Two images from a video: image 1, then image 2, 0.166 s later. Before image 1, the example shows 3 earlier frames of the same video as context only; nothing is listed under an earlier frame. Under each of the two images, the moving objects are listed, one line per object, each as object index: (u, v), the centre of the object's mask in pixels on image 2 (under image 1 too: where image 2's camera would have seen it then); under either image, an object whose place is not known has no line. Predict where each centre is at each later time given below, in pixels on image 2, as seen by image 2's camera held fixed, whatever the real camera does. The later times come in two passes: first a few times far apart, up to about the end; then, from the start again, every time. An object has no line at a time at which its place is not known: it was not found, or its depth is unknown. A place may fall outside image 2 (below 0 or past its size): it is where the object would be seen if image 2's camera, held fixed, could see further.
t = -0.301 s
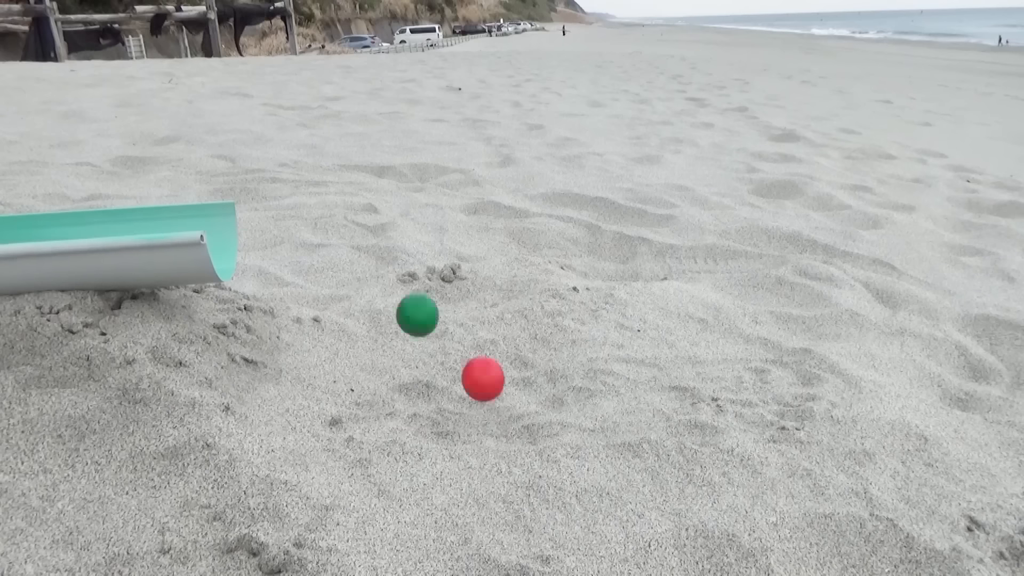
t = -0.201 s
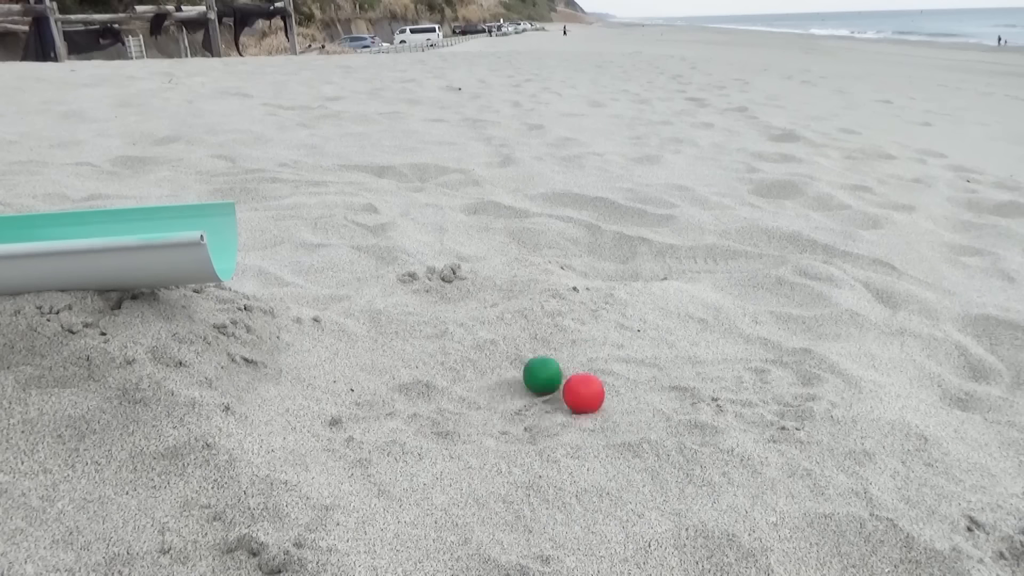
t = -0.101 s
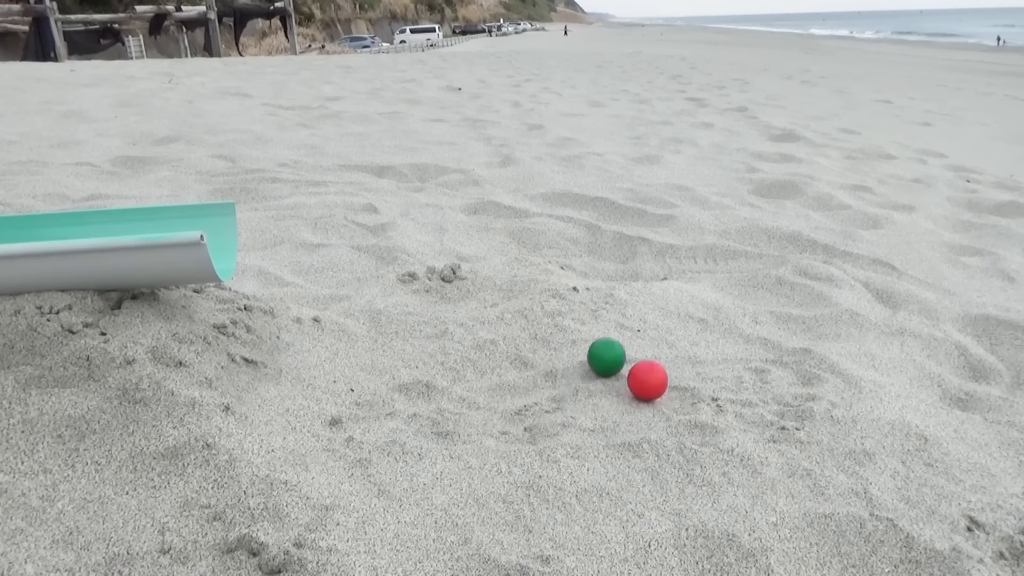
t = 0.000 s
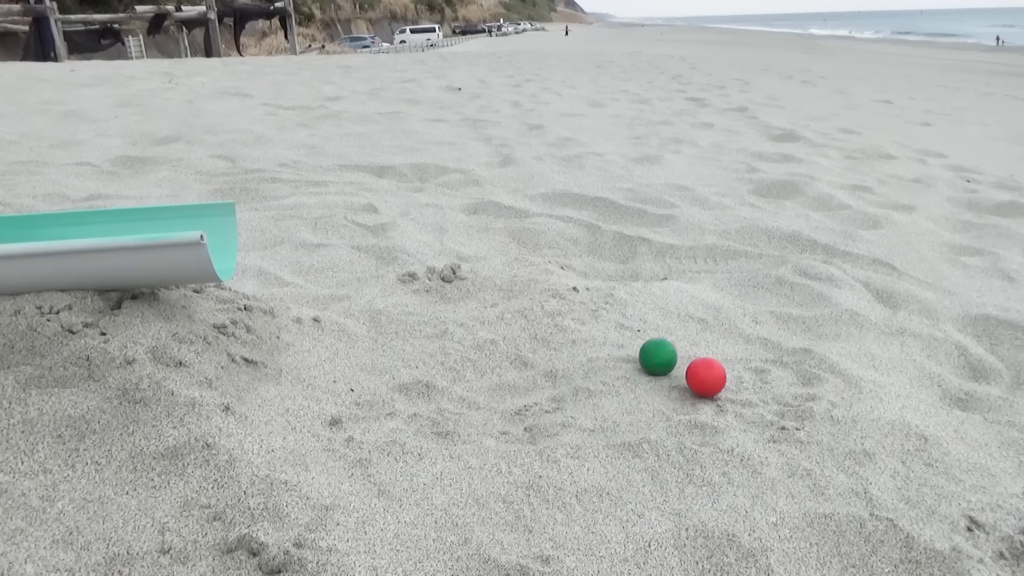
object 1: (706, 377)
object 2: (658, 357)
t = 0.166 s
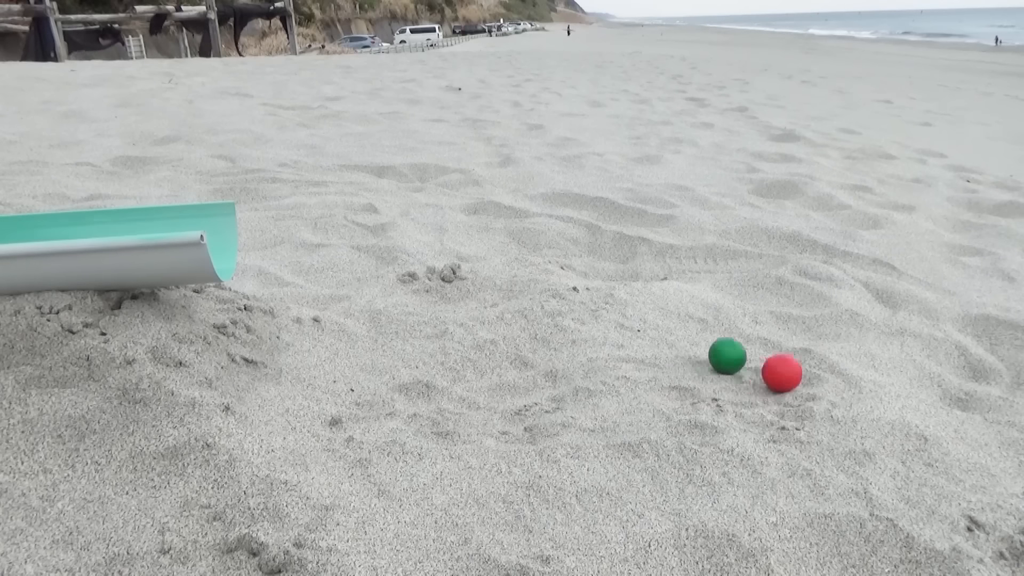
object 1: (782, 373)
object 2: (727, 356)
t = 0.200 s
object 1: (791, 371)
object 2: (740, 356)
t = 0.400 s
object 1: (804, 368)
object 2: (776, 351)
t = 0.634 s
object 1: (799, 370)
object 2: (778, 349)
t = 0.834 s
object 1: (799, 370)
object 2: (778, 349)
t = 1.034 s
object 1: (799, 370)
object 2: (778, 349)
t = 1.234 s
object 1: (800, 370)
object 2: (779, 347)
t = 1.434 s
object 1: (800, 370)
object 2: (779, 347)
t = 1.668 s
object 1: (800, 370)
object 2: (779, 347)
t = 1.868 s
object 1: (801, 370)
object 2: (780, 347)
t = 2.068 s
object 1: (800, 370)
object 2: (780, 347)
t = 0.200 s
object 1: (791, 371)
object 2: (740, 356)
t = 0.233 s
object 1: (799, 372)
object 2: (752, 356)
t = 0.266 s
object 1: (805, 370)
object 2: (763, 355)
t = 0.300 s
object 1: (807, 368)
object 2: (769, 354)
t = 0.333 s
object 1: (809, 366)
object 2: (772, 354)
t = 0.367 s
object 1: (808, 367)
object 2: (774, 352)
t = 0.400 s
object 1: (804, 368)
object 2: (776, 351)
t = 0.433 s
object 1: (800, 370)
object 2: (778, 349)
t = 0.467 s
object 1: (798, 370)
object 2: (779, 348)
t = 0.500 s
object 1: (799, 370)
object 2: (779, 349)
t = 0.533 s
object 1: (799, 370)
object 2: (778, 349)
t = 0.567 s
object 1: (799, 370)
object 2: (778, 349)
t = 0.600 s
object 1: (799, 370)
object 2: (778, 349)
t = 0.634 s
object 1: (799, 370)
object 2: (778, 349)
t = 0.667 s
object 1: (799, 370)
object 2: (778, 349)
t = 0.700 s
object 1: (799, 370)
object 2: (778, 349)
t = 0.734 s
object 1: (799, 370)
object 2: (778, 349)
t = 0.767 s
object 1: (799, 370)
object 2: (778, 349)
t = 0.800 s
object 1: (799, 370)
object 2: (778, 349)
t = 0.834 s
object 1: (799, 370)
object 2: (778, 349)
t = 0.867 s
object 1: (799, 370)
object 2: (778, 349)
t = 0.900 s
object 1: (799, 370)
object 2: (778, 349)
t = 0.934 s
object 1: (799, 370)
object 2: (778, 349)
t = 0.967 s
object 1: (799, 370)
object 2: (778, 349)
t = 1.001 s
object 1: (799, 370)
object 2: (778, 349)
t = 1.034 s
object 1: (799, 370)
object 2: (778, 349)
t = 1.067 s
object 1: (799, 370)
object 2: (778, 349)
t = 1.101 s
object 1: (799, 370)
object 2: (778, 349)
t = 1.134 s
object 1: (799, 370)
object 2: (779, 348)
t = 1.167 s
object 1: (800, 370)
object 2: (779, 348)
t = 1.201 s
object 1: (800, 370)
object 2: (779, 347)
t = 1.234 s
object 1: (800, 370)
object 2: (779, 347)
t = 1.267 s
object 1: (801, 370)
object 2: (780, 346)
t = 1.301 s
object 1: (801, 370)
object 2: (779, 346)
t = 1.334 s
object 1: (801, 370)
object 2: (779, 346)
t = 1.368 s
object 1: (801, 370)
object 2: (779, 347)
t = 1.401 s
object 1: (800, 370)
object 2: (779, 347)
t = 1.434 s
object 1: (800, 370)
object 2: (779, 347)
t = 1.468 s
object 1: (800, 370)
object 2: (779, 347)
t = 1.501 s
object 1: (801, 370)
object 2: (779, 347)
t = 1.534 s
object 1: (800, 370)
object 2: (779, 347)
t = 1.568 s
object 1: (801, 370)
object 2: (780, 347)
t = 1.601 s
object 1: (801, 370)
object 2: (780, 347)
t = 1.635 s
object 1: (801, 370)
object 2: (780, 347)
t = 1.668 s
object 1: (800, 370)
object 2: (779, 347)
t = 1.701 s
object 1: (801, 370)
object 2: (780, 347)
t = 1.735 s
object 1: (800, 370)
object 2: (780, 347)
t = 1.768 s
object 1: (801, 370)
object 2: (779, 347)
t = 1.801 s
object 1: (801, 370)
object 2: (780, 347)
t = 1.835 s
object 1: (800, 370)
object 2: (780, 347)
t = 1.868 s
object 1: (801, 370)
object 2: (780, 347)
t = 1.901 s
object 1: (800, 370)
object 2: (779, 347)
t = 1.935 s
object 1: (801, 370)
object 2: (780, 347)
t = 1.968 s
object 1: (800, 370)
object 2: (780, 347)
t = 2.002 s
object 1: (801, 370)
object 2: (779, 347)
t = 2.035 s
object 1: (801, 370)
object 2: (780, 347)
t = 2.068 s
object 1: (800, 370)
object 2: (780, 347)
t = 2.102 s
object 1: (801, 370)
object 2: (779, 347)
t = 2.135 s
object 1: (801, 370)
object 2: (779, 347)
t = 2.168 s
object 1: (800, 370)
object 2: (780, 347)
